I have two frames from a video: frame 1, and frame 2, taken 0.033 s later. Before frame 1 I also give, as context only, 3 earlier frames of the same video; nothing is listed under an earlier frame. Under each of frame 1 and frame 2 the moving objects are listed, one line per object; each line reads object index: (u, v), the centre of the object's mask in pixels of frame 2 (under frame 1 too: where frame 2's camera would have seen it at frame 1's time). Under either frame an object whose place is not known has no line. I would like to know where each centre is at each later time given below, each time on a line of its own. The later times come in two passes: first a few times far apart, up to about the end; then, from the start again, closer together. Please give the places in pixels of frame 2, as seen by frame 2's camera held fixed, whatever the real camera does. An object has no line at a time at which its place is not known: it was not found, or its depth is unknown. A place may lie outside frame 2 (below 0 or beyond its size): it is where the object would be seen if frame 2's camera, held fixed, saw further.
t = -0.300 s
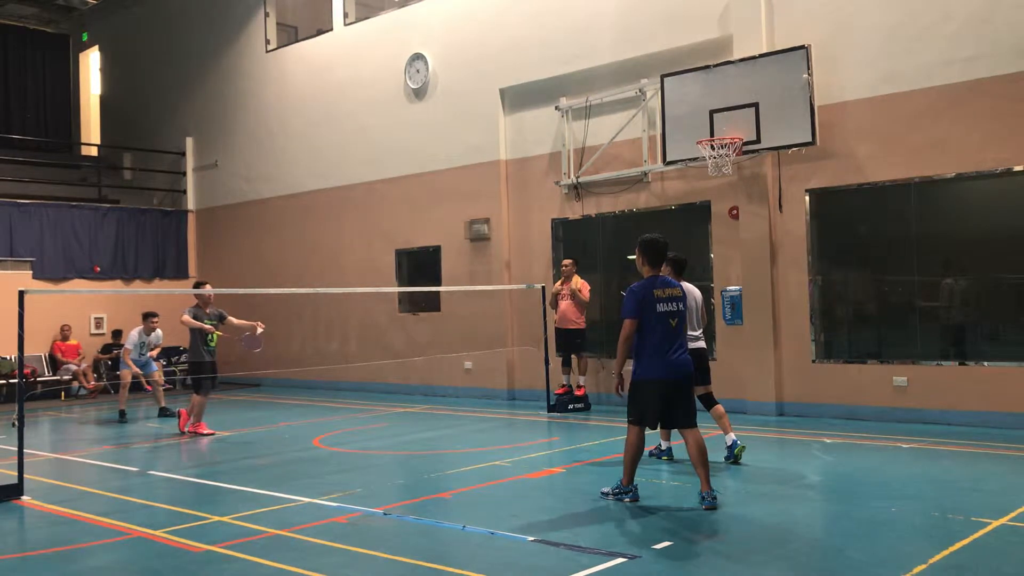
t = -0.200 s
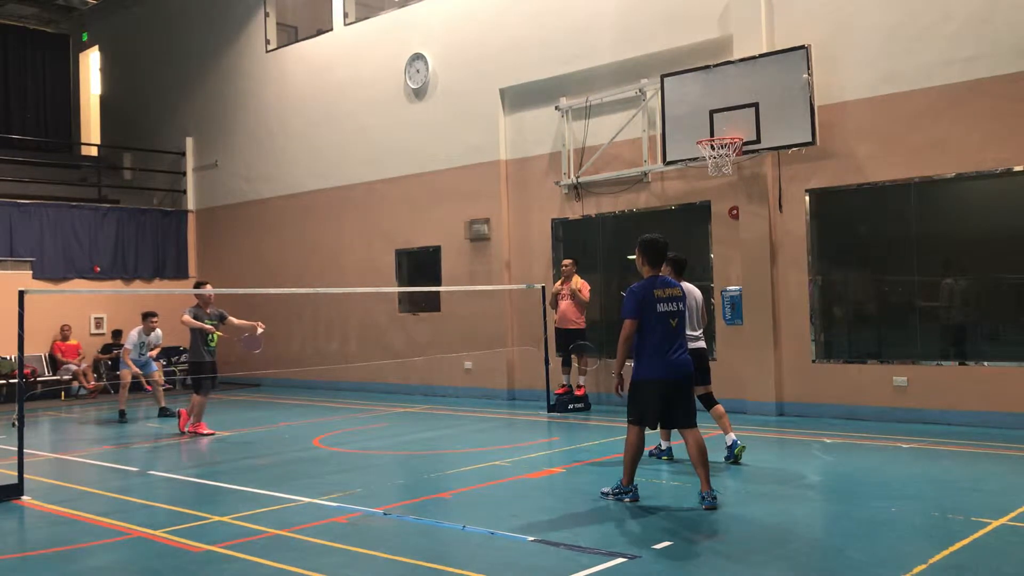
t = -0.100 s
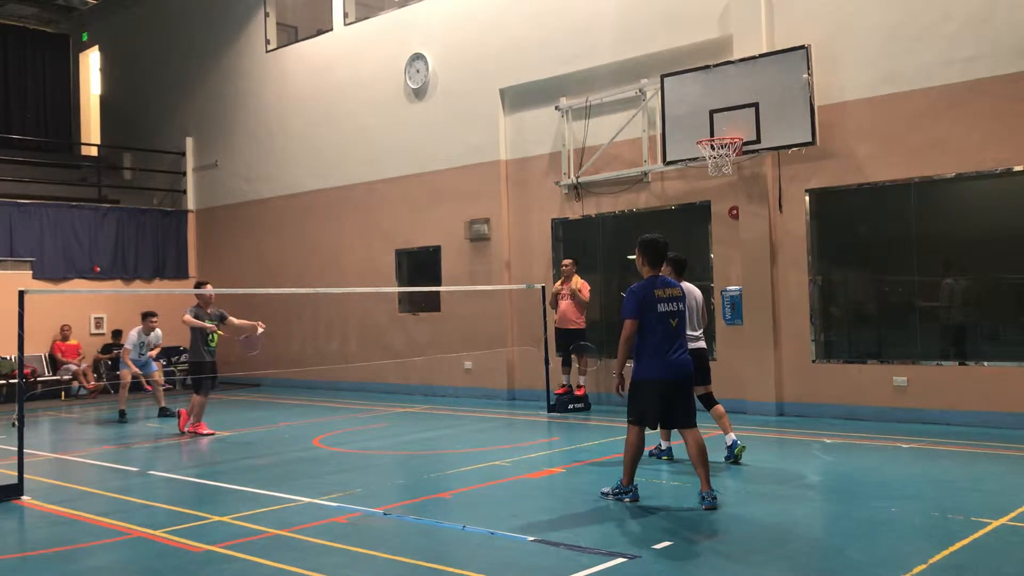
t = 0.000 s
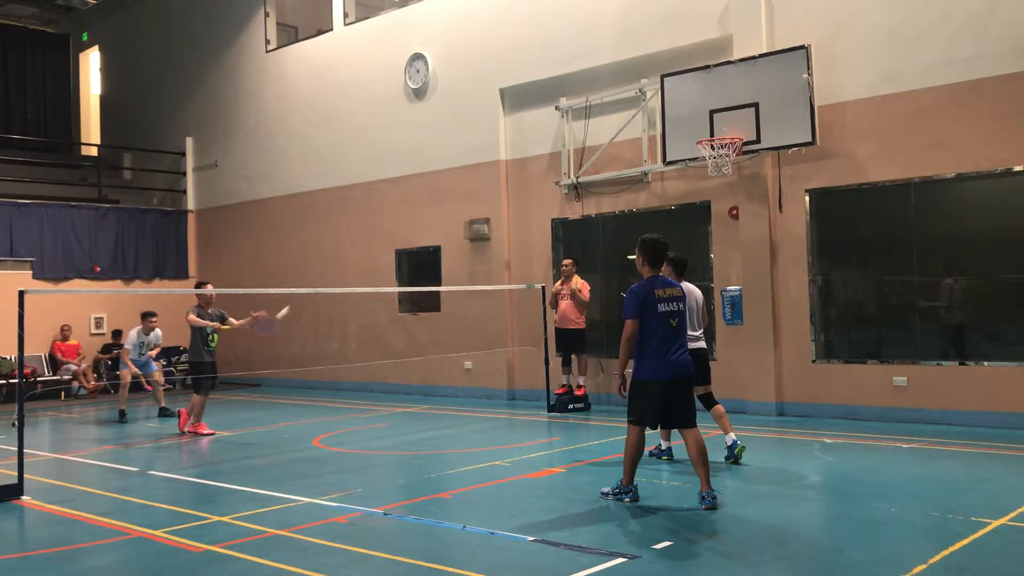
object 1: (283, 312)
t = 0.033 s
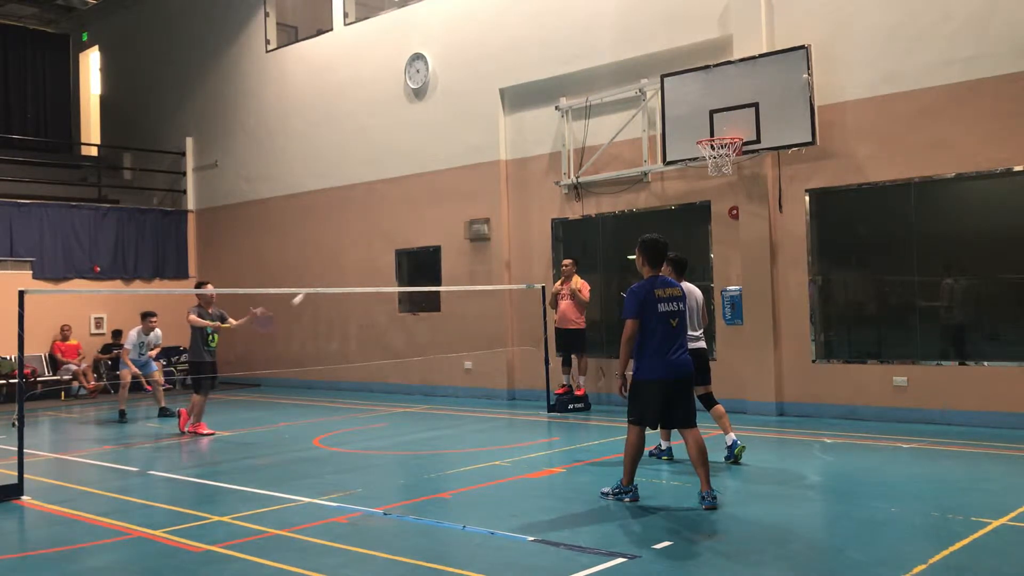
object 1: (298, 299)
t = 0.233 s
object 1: (373, 248)
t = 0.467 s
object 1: (451, 246)
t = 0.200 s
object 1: (361, 253)
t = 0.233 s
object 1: (373, 248)
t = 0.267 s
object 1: (385, 245)
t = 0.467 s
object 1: (451, 246)
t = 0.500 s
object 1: (461, 249)
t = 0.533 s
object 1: (472, 254)
